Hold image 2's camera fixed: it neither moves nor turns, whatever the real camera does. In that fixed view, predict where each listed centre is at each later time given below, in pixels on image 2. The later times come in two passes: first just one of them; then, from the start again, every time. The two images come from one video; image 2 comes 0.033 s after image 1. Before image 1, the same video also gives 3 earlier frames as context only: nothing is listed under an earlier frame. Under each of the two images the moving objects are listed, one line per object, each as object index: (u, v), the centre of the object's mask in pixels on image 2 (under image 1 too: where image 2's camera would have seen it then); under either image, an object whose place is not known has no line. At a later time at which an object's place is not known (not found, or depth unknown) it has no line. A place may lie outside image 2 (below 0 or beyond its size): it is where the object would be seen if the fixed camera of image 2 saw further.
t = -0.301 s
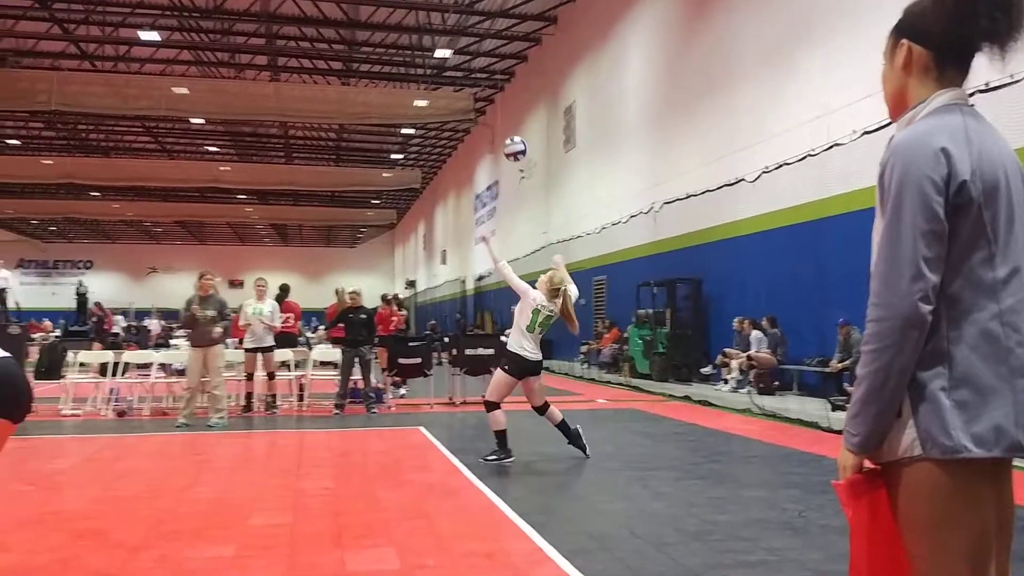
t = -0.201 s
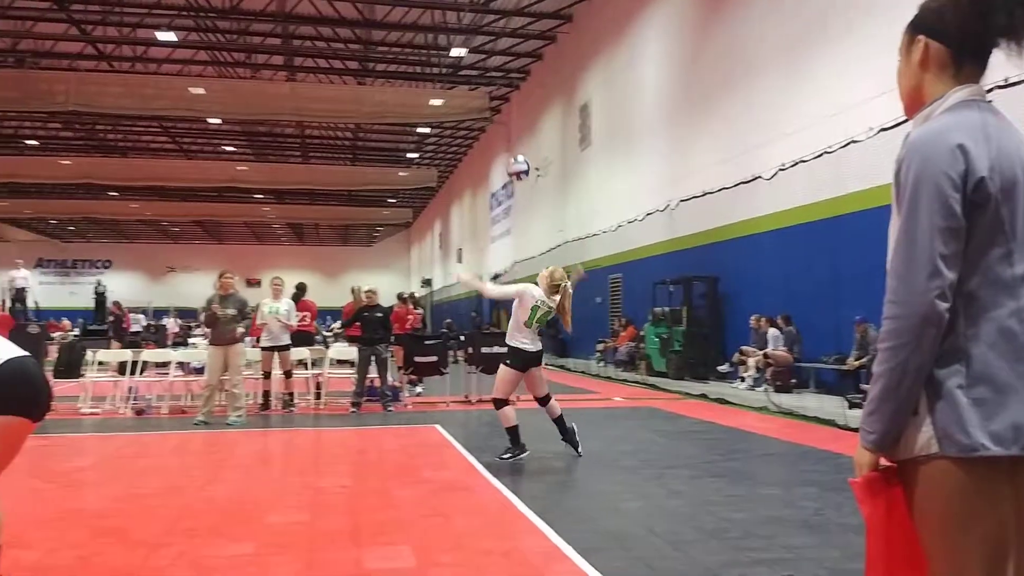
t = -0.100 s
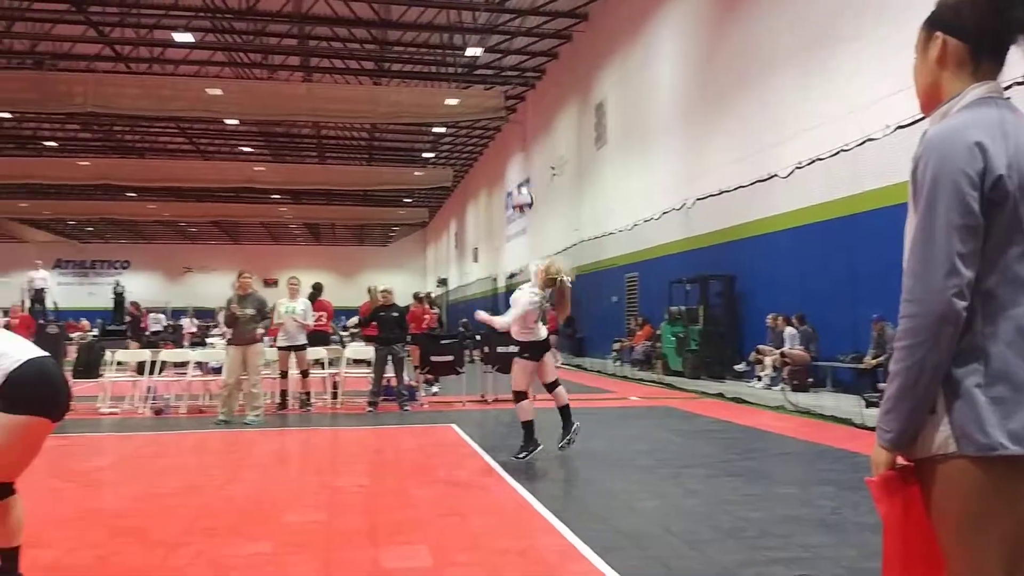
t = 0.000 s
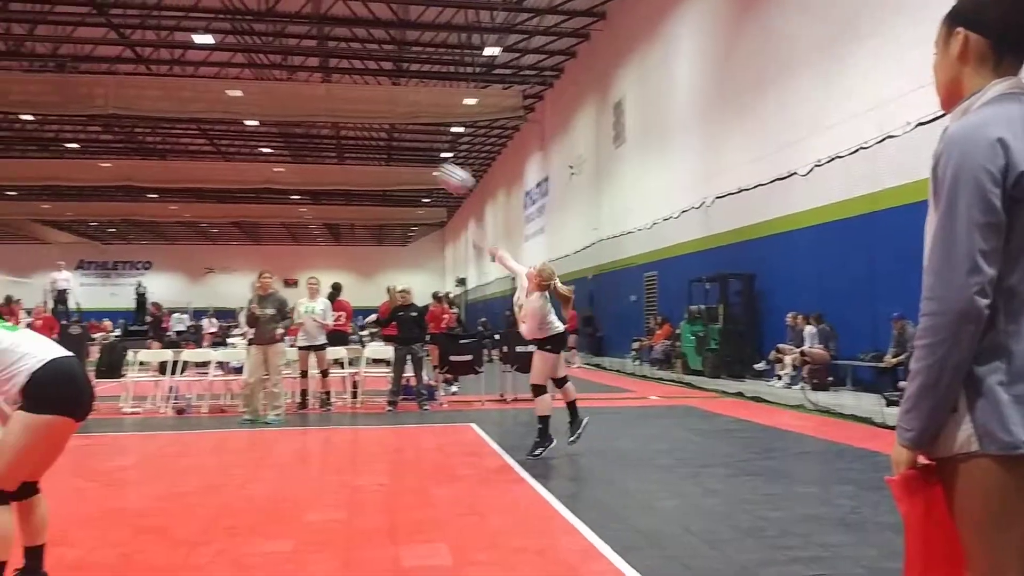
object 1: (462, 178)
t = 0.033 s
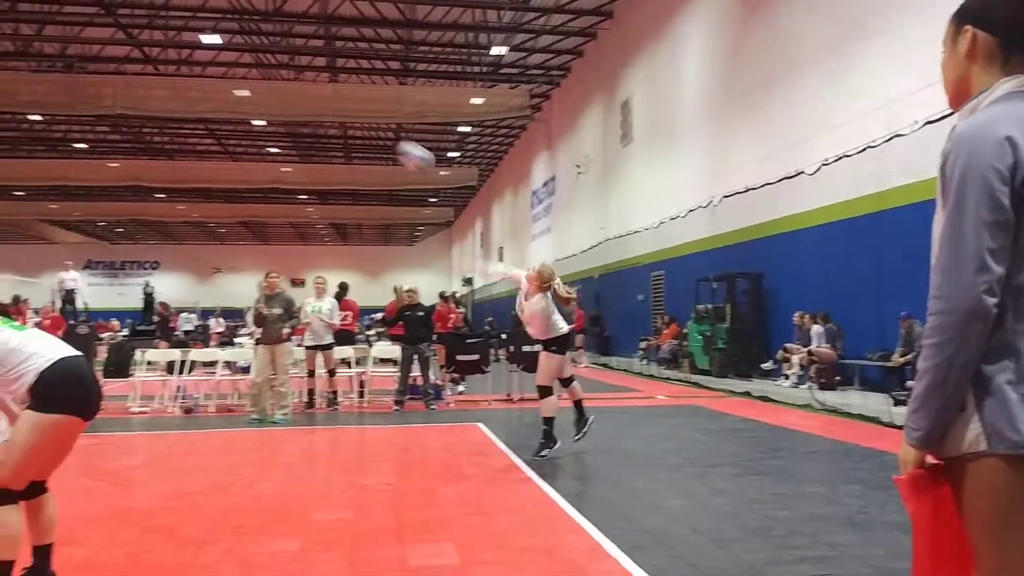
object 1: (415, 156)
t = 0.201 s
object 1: (156, 56)
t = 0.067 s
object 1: (367, 136)
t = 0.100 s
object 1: (316, 114)
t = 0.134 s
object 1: (264, 93)
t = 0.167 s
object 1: (212, 74)
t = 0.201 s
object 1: (156, 56)
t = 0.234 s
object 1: (102, 37)
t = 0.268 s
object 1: (60, 20)
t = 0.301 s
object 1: (-4, 0)
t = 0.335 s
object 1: (-76, -17)
